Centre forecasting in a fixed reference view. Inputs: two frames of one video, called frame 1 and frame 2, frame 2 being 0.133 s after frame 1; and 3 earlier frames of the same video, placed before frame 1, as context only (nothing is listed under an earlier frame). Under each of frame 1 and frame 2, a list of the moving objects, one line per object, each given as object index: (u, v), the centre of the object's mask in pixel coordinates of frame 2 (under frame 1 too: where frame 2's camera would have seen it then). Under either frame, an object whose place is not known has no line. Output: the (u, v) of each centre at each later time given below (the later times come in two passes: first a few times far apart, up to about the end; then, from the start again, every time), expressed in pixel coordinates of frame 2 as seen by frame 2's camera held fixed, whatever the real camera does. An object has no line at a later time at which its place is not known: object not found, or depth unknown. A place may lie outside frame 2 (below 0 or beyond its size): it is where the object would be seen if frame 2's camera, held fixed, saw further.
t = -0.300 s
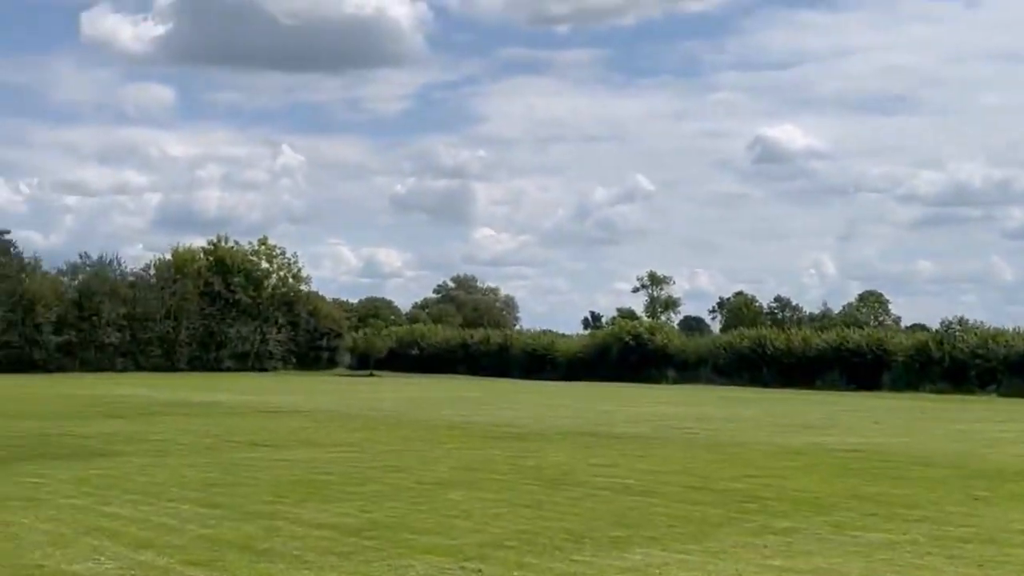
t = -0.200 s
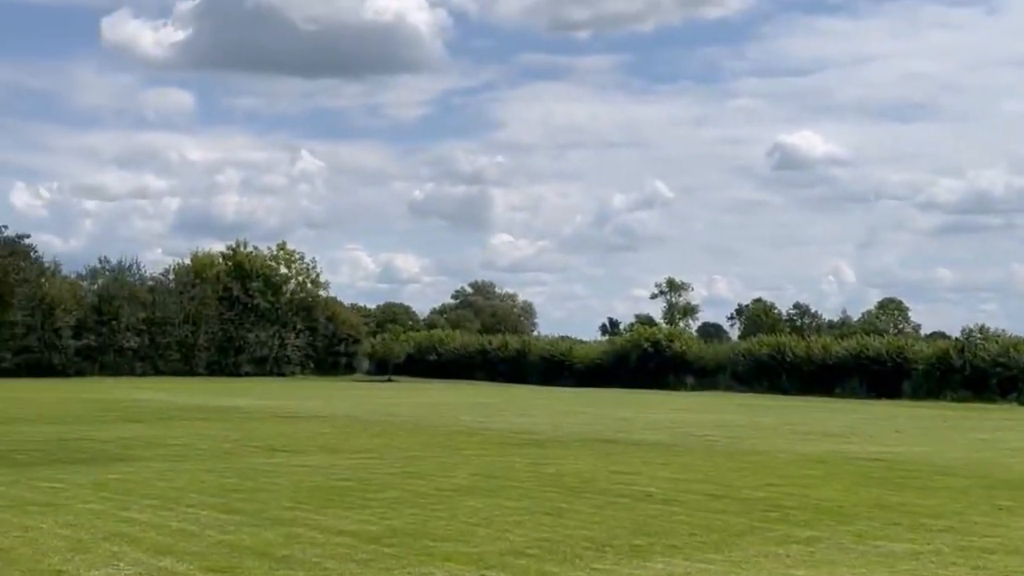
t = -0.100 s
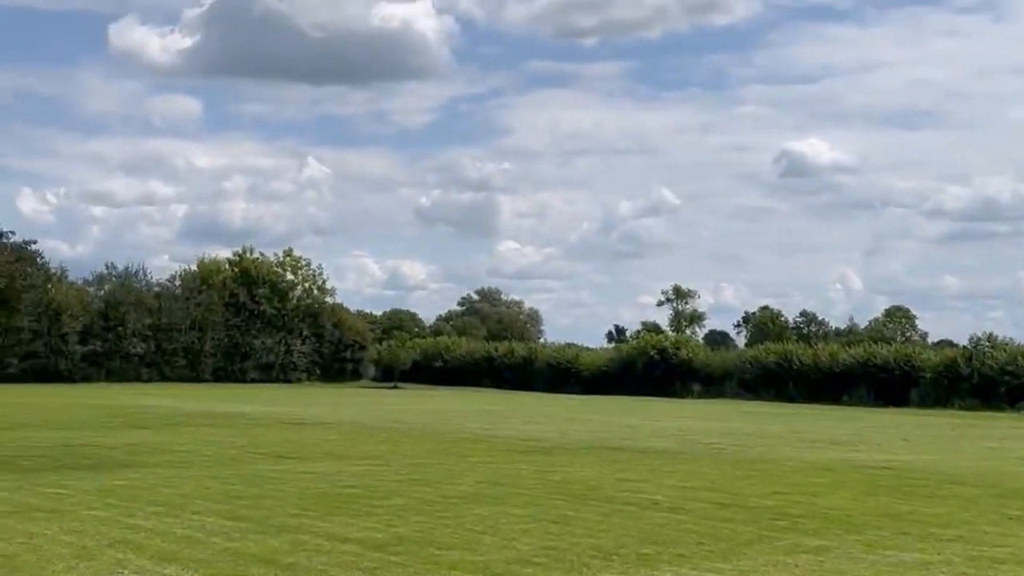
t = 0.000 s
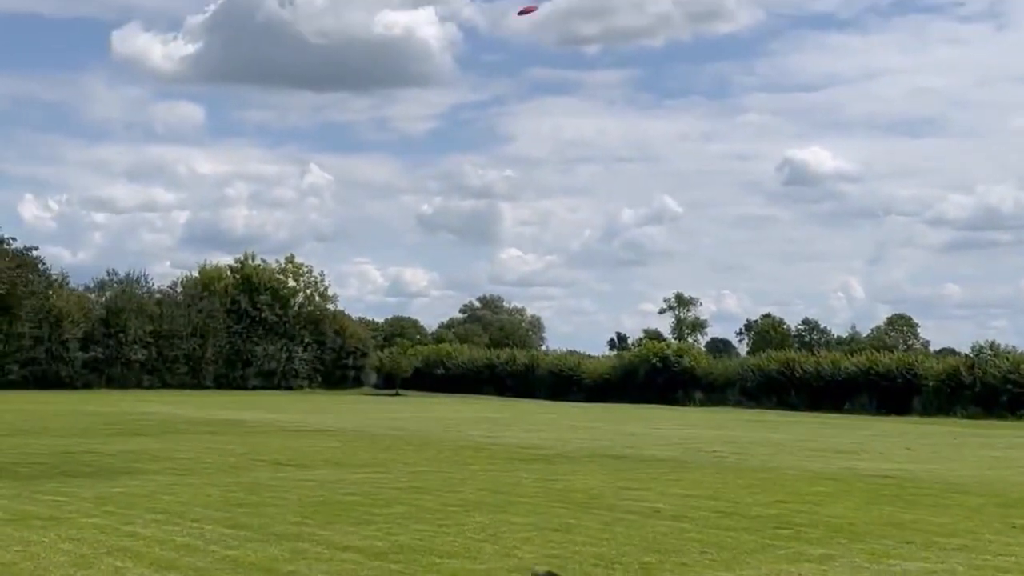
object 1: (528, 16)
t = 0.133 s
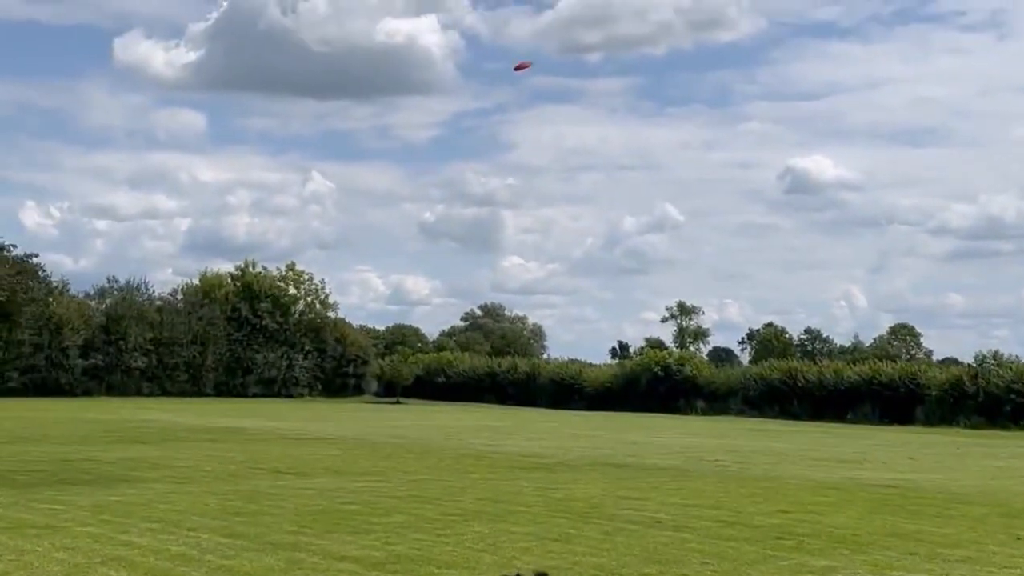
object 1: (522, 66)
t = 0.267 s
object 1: (511, 117)
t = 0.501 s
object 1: (476, 210)
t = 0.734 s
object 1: (423, 309)
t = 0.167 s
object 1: (520, 79)
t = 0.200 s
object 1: (517, 91)
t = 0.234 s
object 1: (514, 104)
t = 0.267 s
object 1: (511, 117)
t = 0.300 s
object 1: (507, 130)
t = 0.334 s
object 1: (503, 143)
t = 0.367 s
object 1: (499, 156)
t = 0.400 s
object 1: (494, 169)
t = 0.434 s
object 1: (489, 182)
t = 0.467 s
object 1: (483, 196)
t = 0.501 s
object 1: (476, 210)
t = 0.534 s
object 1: (470, 223)
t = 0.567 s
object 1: (463, 237)
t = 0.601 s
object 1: (456, 250)
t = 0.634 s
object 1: (448, 265)
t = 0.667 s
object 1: (440, 279)
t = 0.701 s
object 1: (431, 294)
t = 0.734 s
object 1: (423, 309)
